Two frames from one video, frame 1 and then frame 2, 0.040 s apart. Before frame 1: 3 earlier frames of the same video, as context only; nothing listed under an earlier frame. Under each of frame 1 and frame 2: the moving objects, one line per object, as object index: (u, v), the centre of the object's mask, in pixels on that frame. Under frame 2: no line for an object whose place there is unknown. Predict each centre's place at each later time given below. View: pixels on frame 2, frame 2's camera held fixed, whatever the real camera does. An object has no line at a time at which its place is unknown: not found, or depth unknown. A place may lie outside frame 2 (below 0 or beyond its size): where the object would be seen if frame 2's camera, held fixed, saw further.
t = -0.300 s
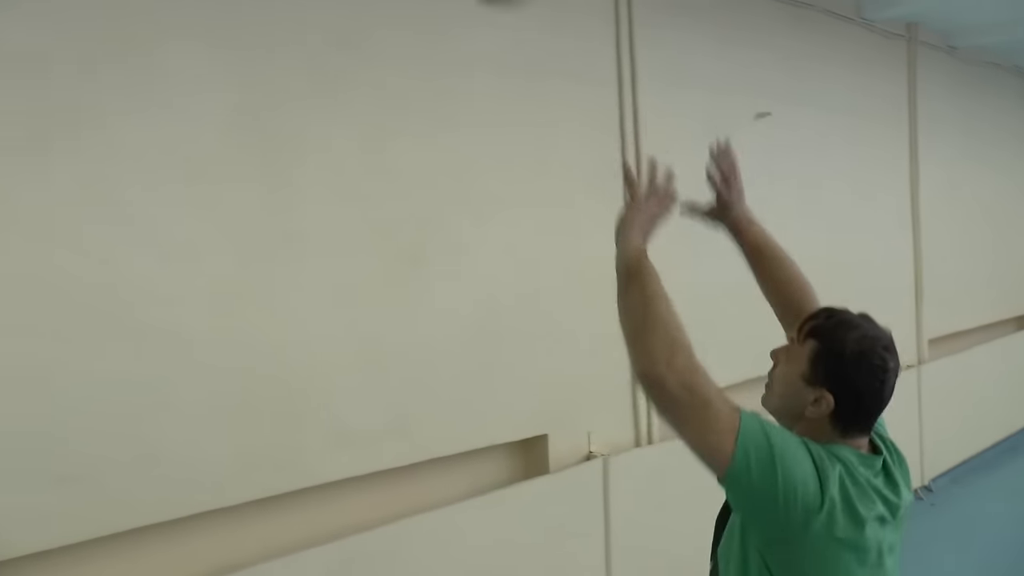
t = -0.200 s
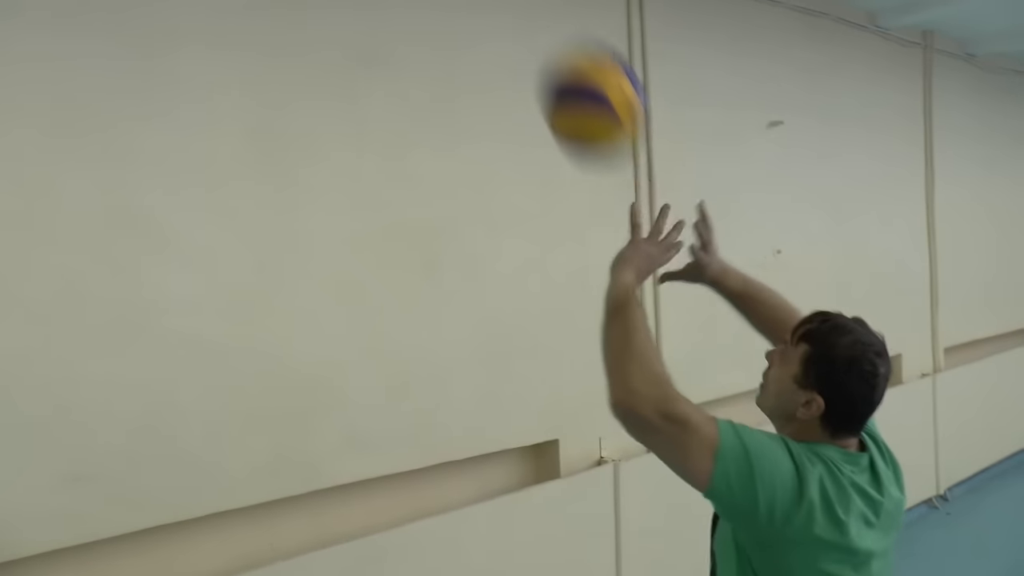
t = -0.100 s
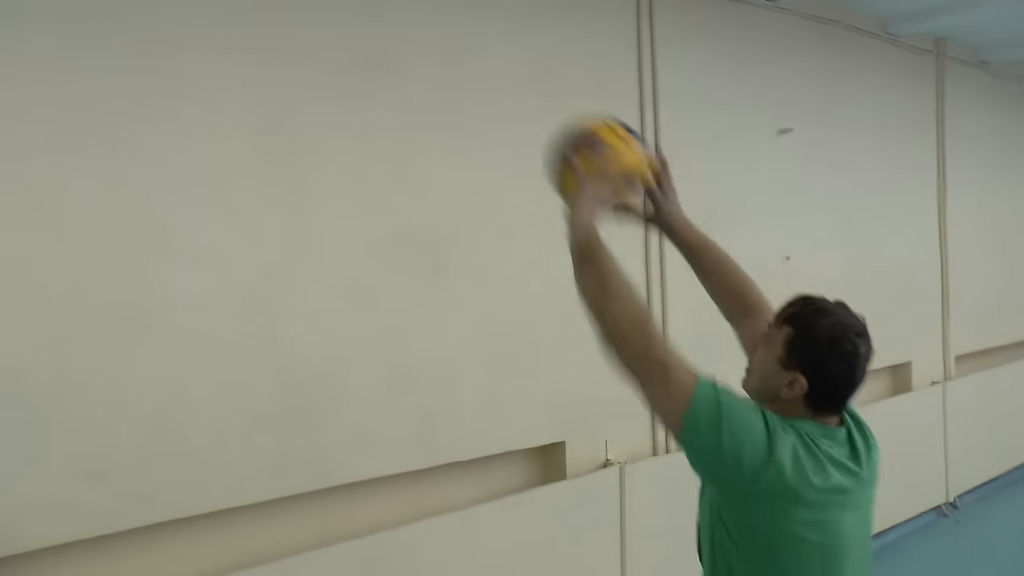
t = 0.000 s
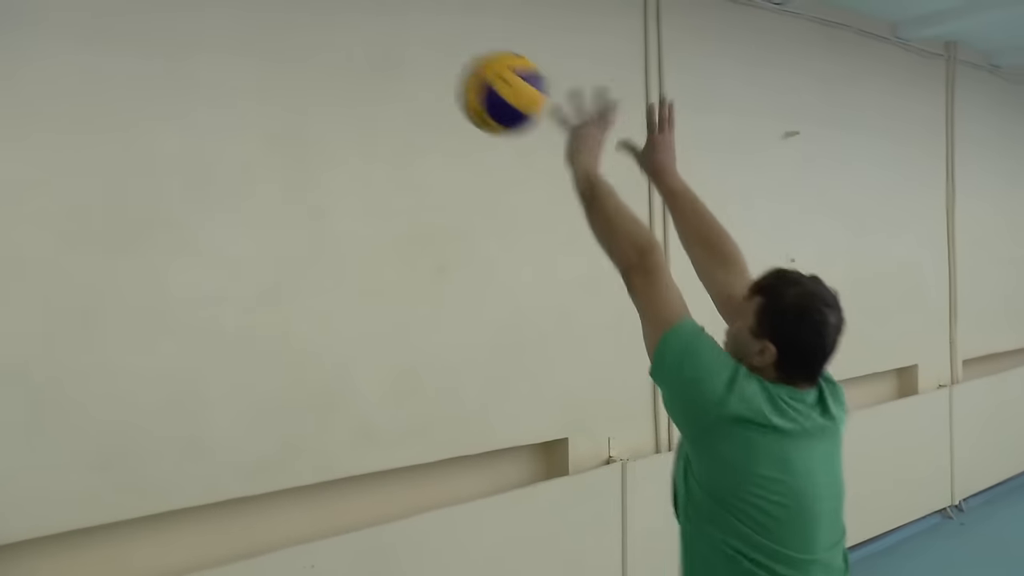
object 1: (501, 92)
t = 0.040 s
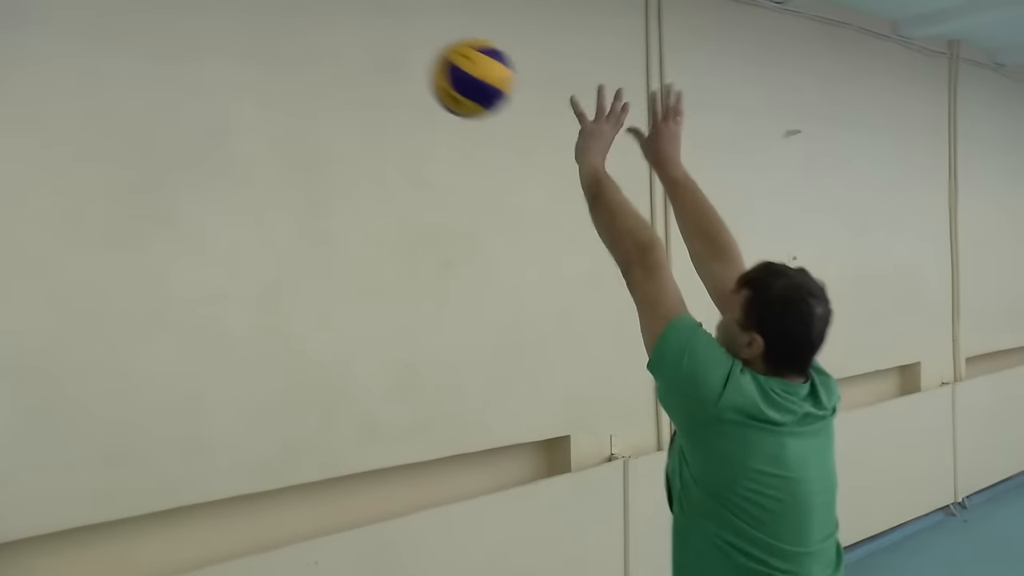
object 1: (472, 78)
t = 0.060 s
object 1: (458, 73)
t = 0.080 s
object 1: (444, 68)
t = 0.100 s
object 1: (431, 65)
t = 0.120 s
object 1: (419, 65)
